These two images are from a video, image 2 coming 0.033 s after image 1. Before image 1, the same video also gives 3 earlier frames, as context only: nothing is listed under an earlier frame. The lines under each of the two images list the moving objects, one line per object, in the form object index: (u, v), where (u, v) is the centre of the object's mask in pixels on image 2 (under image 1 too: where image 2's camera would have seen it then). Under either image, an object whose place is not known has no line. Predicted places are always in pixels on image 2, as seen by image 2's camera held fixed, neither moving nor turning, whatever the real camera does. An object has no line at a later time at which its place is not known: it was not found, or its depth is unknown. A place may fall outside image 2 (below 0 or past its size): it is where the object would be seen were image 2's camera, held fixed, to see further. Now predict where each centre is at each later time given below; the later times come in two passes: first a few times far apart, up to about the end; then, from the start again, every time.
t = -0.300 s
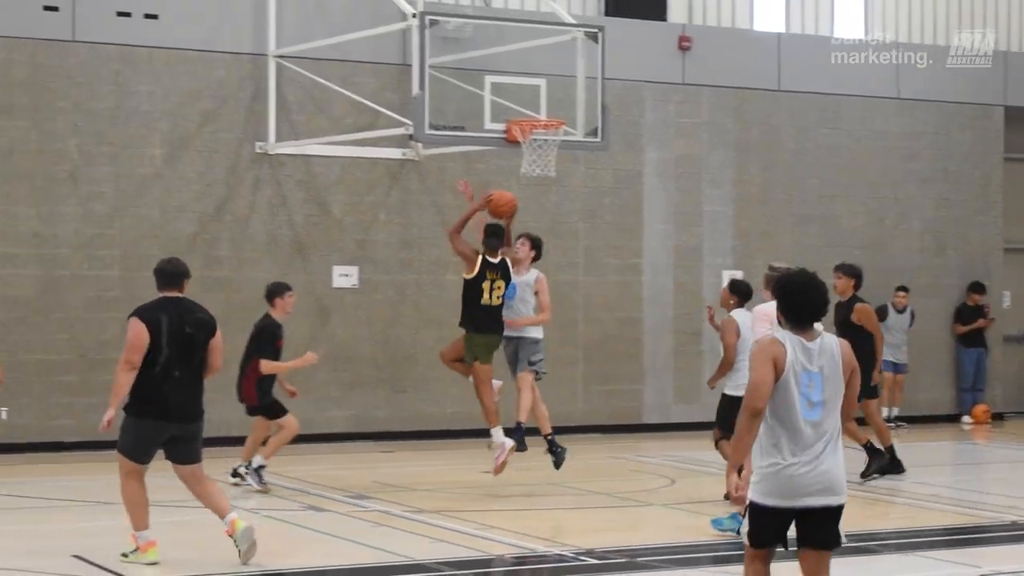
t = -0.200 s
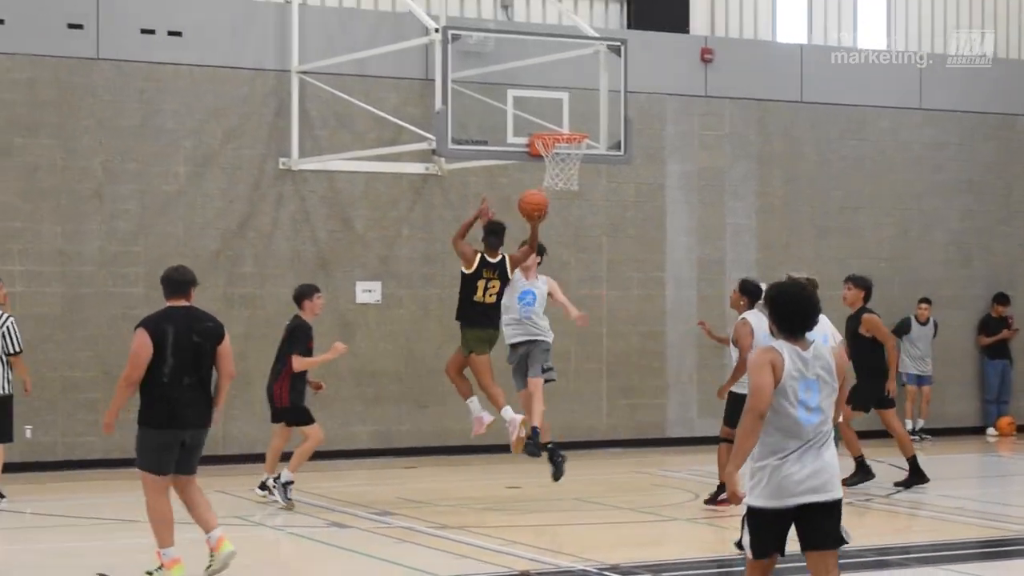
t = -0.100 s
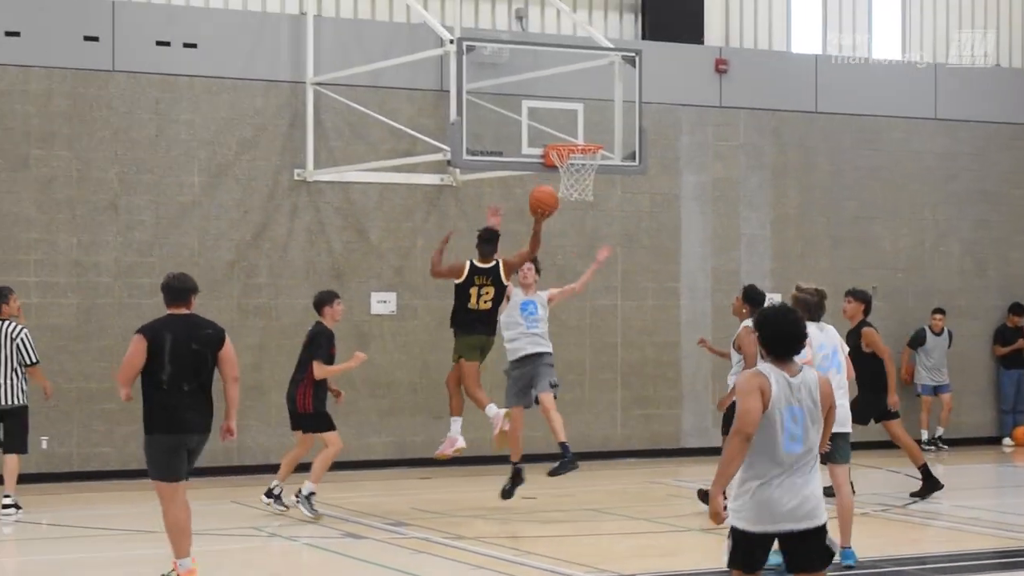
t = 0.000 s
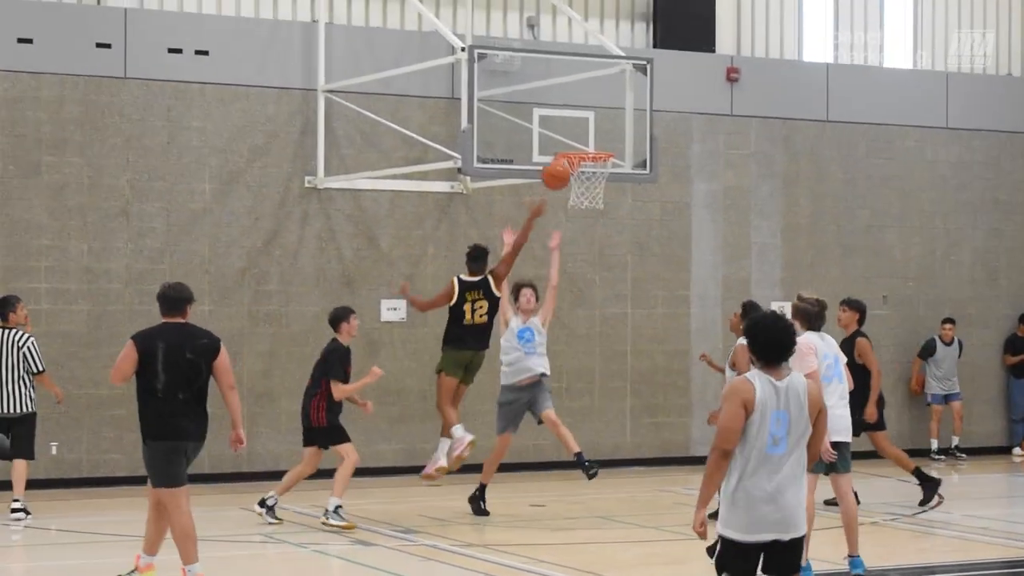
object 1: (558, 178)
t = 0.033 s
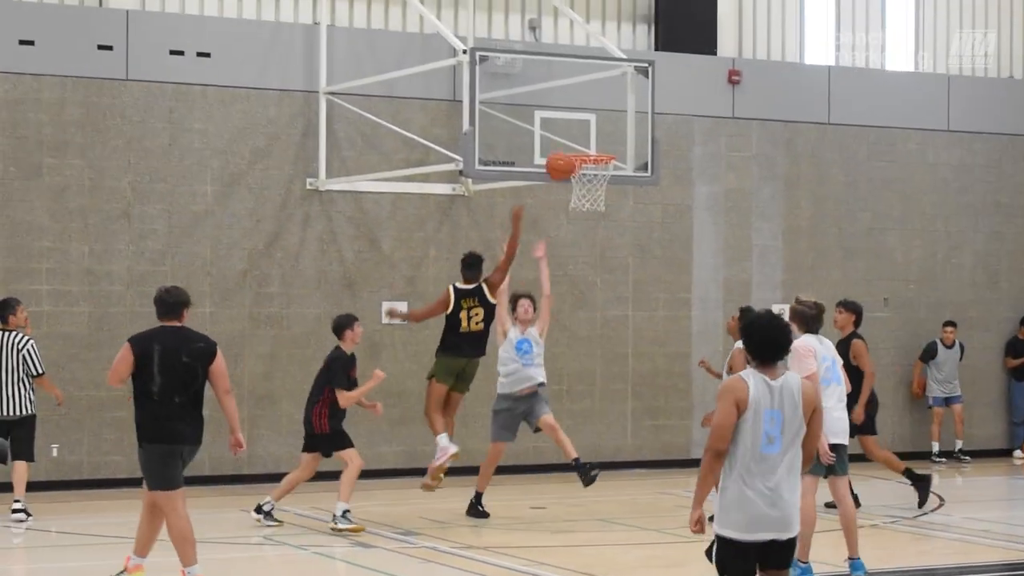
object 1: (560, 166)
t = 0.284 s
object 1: (582, 119)
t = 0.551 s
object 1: (604, 146)
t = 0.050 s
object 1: (562, 161)
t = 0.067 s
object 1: (563, 154)
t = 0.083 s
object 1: (564, 149)
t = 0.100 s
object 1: (566, 145)
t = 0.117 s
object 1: (568, 141)
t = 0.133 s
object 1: (569, 137)
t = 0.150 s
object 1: (570, 134)
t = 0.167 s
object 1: (573, 131)
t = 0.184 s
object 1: (574, 128)
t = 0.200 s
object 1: (575, 126)
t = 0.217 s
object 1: (576, 124)
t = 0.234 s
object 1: (578, 122)
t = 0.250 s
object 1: (579, 121)
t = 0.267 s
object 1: (581, 120)
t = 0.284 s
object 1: (582, 119)
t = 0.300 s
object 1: (584, 119)
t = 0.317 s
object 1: (586, 119)
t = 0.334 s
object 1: (587, 119)
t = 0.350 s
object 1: (589, 120)
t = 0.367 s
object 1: (590, 121)
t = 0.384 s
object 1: (591, 122)
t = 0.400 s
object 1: (593, 124)
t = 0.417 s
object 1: (594, 126)
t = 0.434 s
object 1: (595, 128)
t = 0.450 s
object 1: (597, 131)
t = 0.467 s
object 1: (599, 133)
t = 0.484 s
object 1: (600, 137)
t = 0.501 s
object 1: (601, 140)
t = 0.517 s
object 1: (603, 143)
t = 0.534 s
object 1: (603, 145)
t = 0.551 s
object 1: (604, 146)
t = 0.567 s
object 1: (604, 147)
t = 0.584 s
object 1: (603, 147)
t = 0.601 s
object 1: (601, 148)
